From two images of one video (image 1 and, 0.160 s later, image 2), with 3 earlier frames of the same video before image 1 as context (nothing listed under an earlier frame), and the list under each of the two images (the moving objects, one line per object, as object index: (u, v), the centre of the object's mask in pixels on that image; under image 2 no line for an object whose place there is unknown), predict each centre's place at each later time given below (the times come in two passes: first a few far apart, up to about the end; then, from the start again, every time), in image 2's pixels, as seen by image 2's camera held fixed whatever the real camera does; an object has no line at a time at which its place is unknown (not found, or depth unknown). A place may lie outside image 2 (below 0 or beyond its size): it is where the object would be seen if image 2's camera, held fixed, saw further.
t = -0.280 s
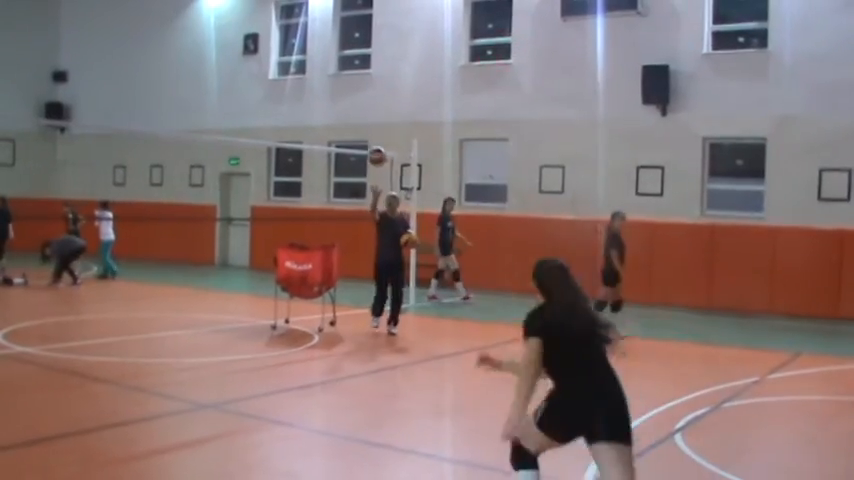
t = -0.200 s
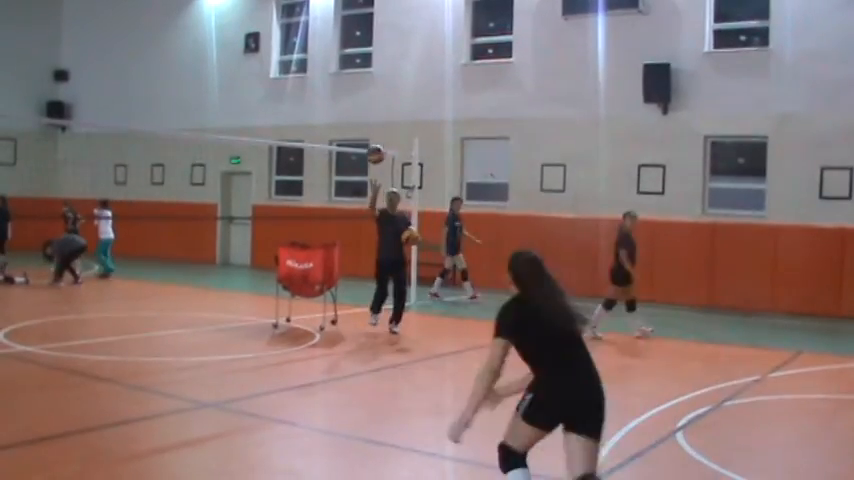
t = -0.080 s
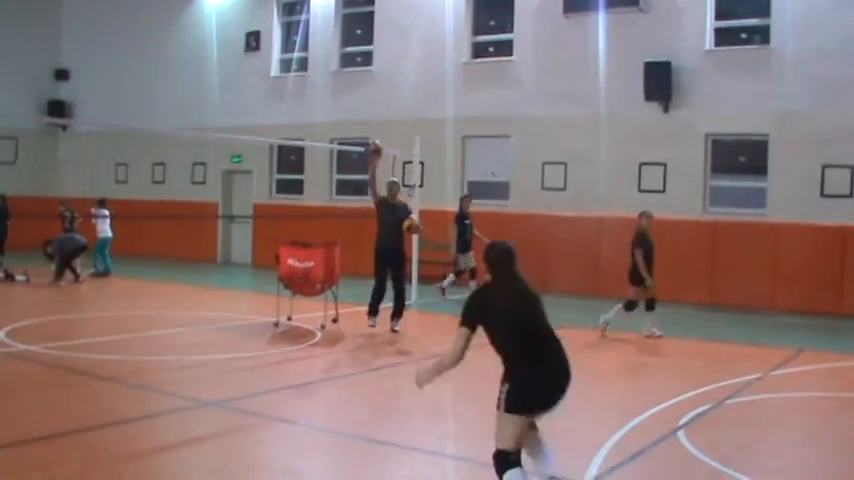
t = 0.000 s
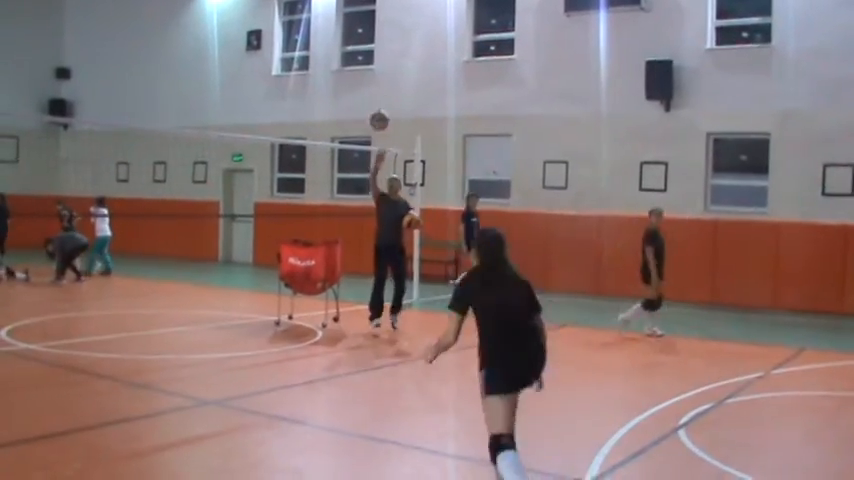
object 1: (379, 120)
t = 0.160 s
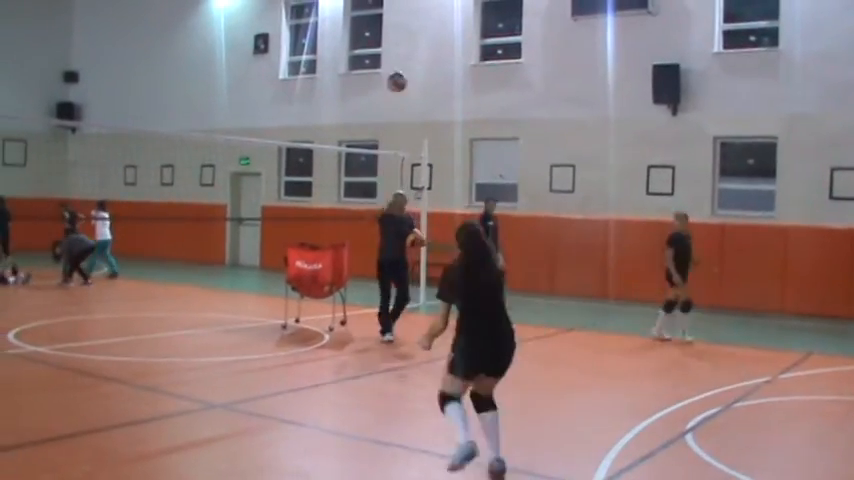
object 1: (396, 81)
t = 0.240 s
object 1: (401, 68)
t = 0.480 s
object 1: (415, 66)
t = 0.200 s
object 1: (398, 74)
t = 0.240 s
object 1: (401, 68)
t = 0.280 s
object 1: (404, 64)
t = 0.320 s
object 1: (406, 61)
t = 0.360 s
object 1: (409, 60)
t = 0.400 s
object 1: (411, 61)
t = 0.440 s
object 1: (413, 63)
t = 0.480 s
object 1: (415, 66)
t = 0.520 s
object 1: (418, 72)
